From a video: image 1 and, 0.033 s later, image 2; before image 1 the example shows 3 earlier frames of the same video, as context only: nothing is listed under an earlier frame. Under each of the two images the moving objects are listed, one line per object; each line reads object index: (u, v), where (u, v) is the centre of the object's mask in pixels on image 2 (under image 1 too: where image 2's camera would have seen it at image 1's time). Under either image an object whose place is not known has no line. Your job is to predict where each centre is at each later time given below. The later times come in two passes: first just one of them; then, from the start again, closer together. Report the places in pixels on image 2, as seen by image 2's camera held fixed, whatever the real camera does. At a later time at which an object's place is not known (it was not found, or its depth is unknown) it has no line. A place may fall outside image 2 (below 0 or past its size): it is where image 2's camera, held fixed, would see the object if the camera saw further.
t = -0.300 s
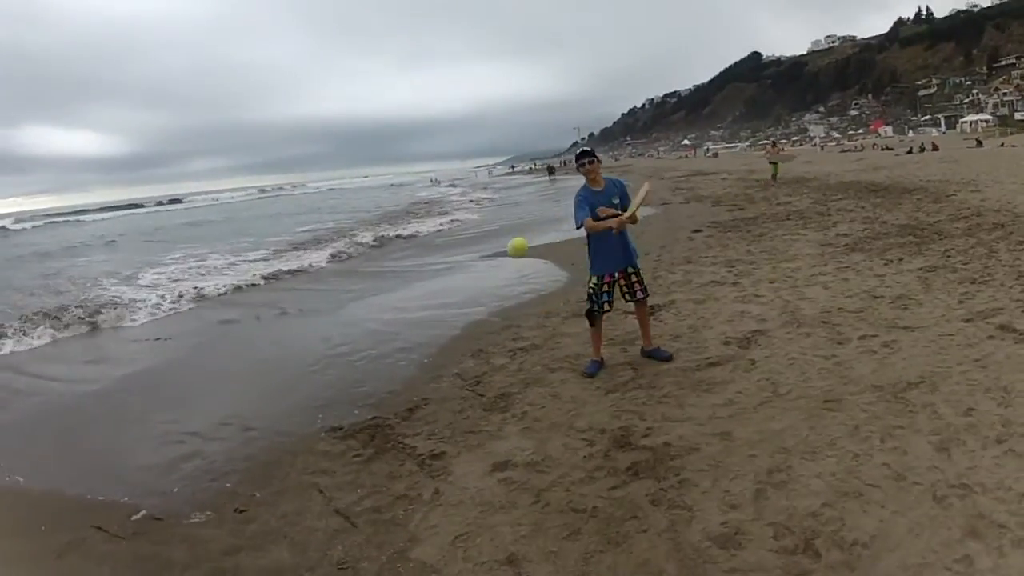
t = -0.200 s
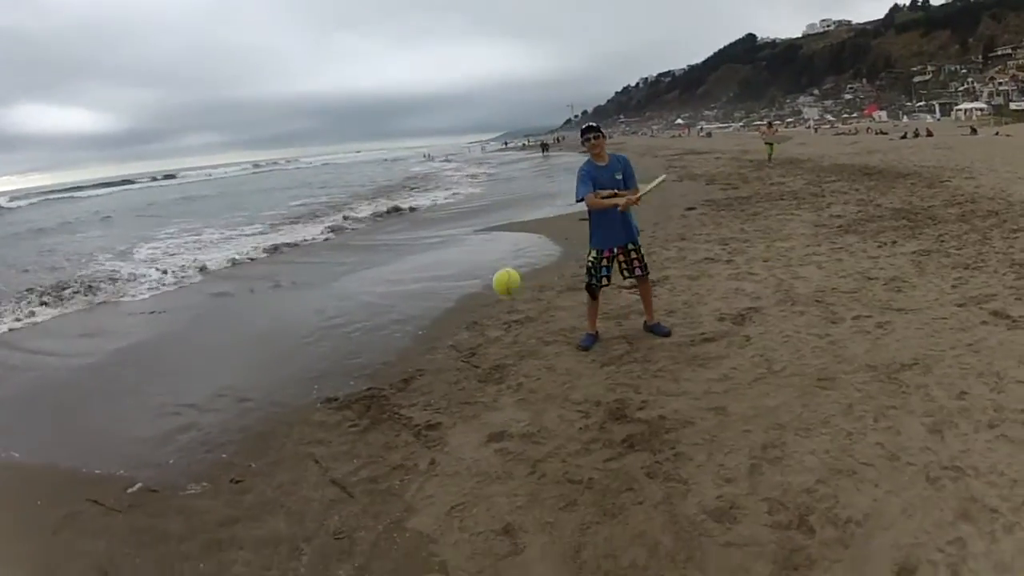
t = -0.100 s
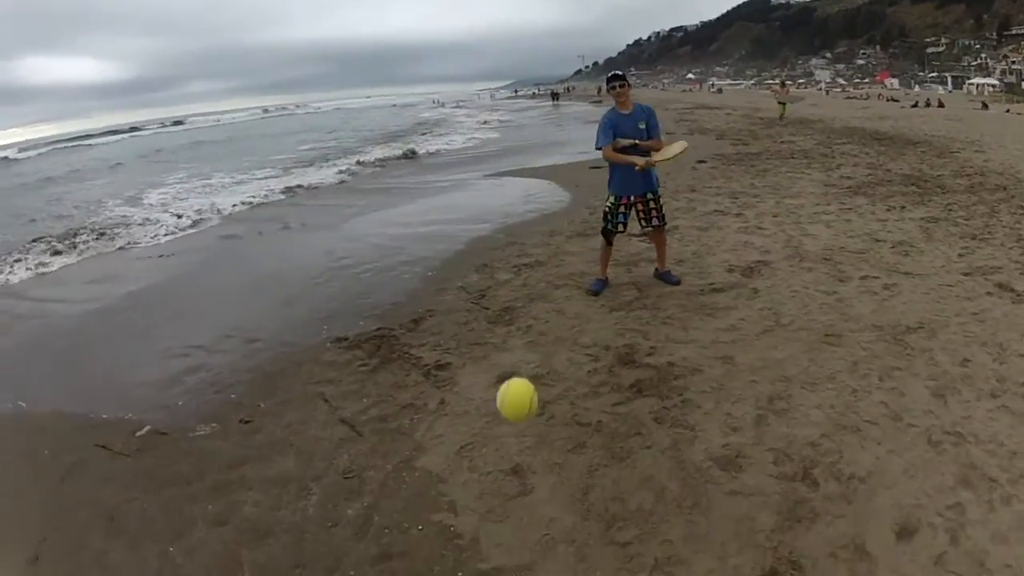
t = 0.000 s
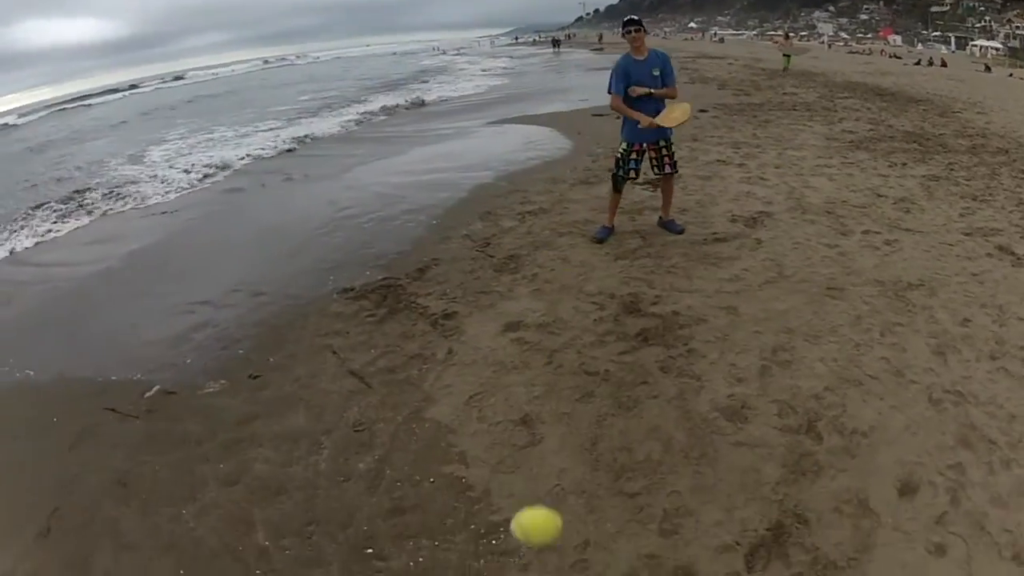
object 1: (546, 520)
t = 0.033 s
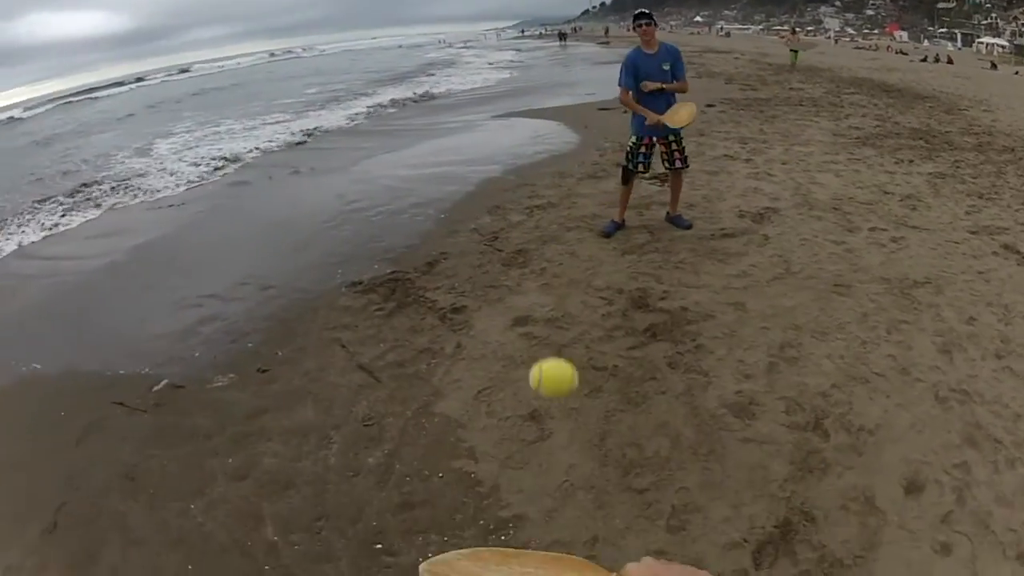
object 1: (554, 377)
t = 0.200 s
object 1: (585, -44)
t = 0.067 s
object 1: (564, 242)
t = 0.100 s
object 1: (574, 135)
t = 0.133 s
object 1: (581, 51)
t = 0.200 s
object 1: (585, -44)
